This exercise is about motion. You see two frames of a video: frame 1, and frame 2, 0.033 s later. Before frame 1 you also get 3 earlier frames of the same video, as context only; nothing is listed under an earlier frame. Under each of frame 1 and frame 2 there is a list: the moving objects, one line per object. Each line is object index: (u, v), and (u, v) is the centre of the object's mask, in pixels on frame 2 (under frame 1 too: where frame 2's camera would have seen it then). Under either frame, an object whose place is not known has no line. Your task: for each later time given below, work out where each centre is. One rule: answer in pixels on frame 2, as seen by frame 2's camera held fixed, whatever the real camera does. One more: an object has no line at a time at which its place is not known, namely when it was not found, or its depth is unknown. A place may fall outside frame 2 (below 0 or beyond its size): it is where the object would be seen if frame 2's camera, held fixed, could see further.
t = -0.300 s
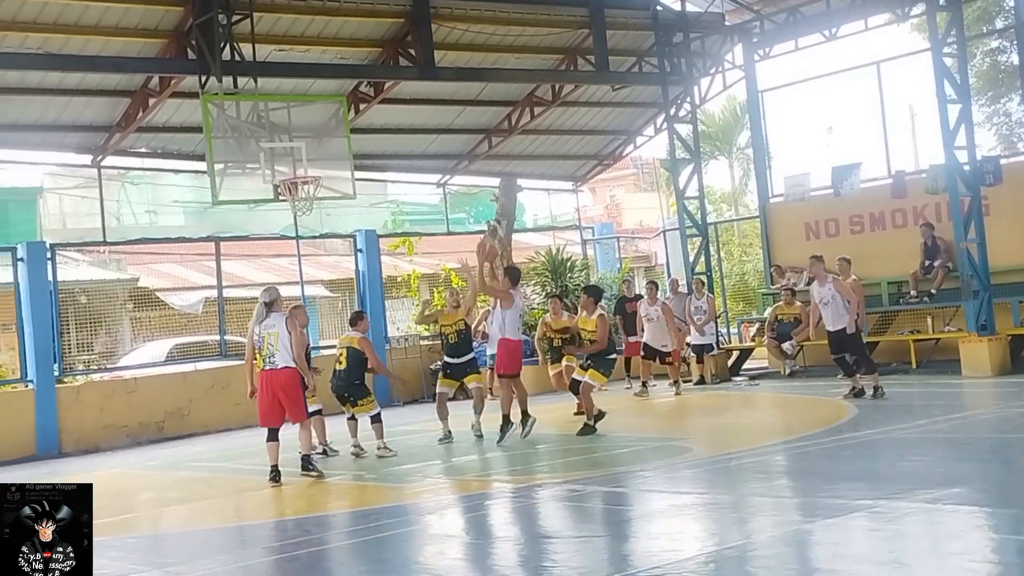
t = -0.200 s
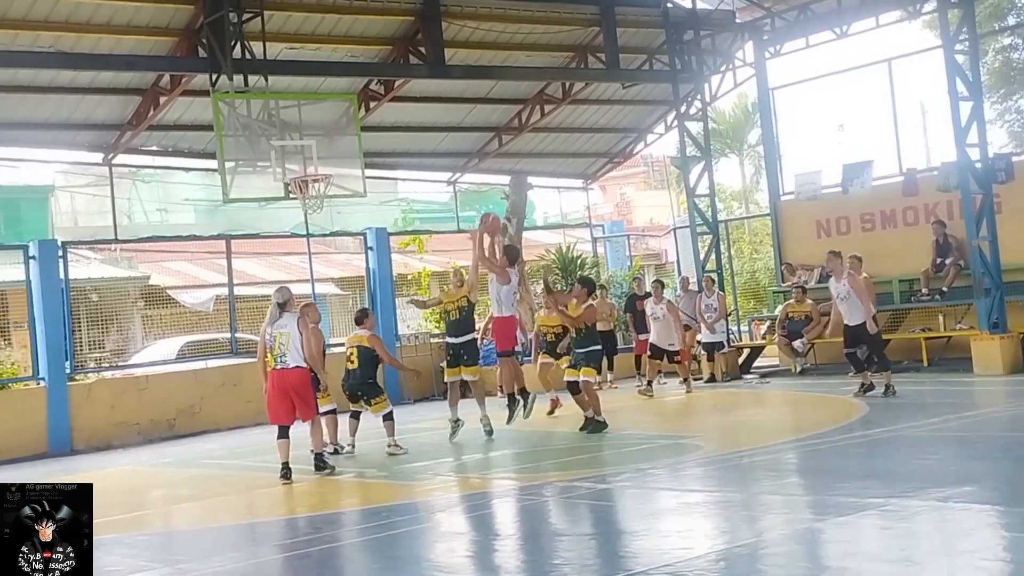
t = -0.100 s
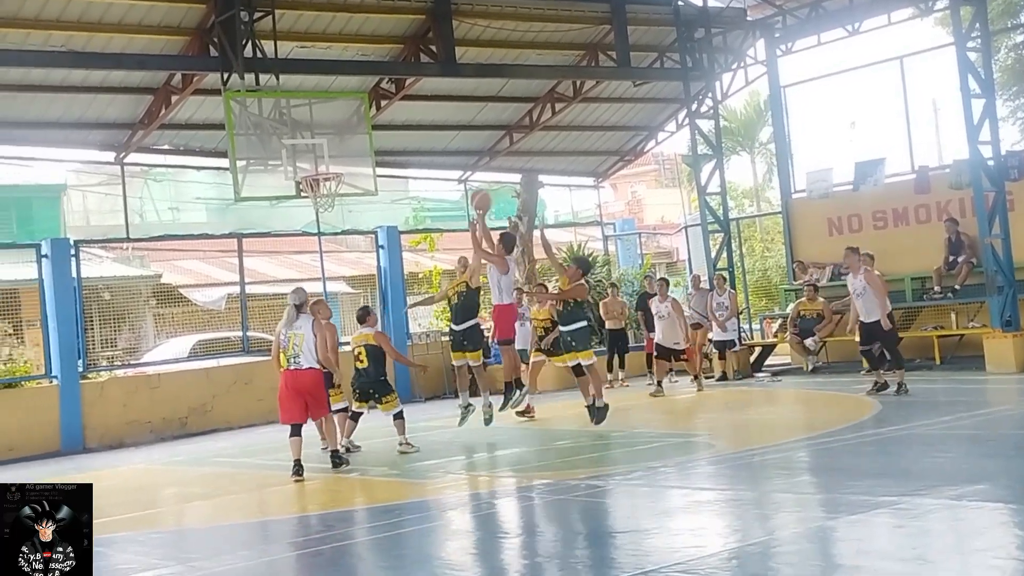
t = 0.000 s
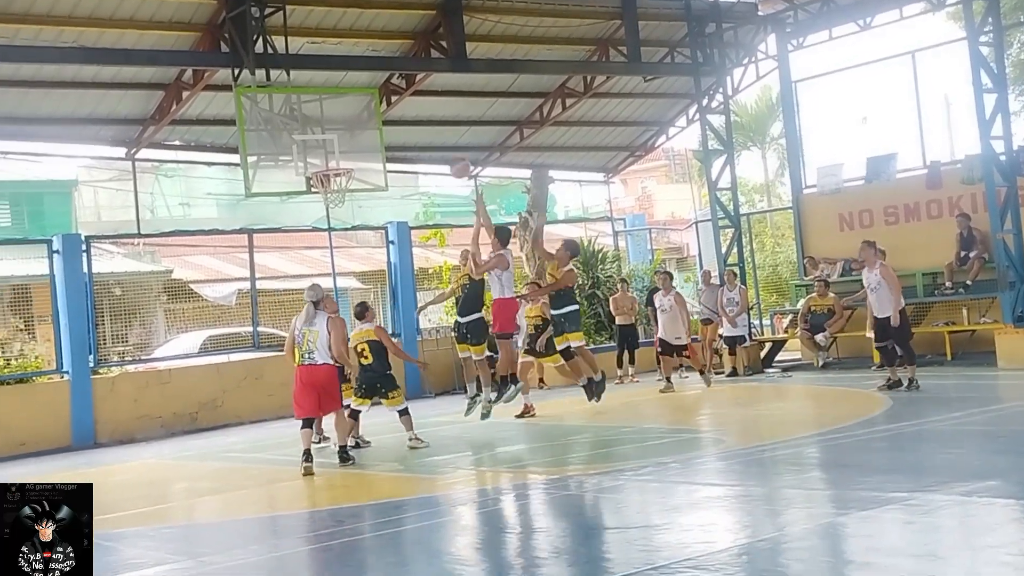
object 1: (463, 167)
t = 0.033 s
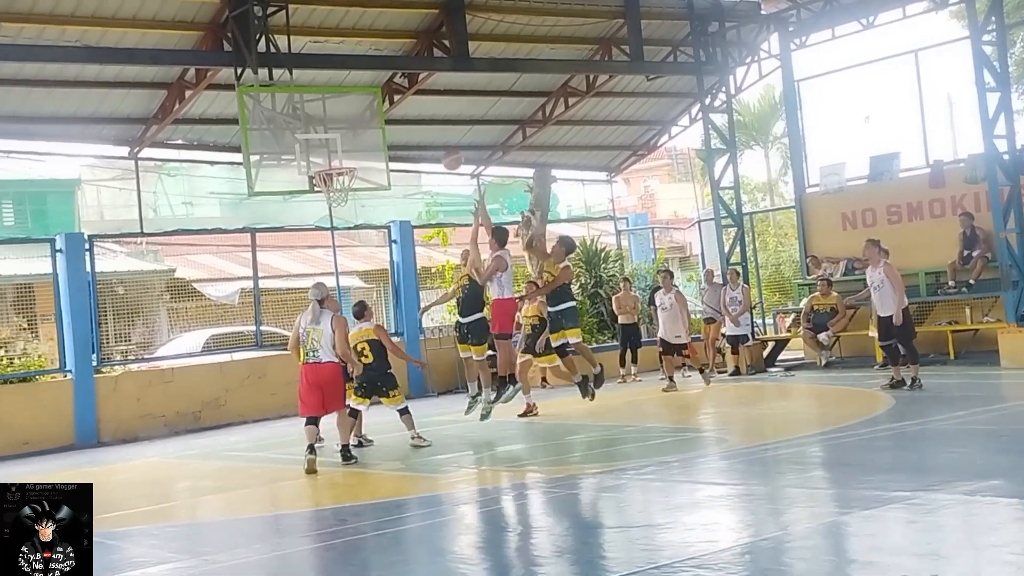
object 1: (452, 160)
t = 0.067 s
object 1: (442, 154)
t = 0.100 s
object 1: (432, 149)
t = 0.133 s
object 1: (423, 145)
